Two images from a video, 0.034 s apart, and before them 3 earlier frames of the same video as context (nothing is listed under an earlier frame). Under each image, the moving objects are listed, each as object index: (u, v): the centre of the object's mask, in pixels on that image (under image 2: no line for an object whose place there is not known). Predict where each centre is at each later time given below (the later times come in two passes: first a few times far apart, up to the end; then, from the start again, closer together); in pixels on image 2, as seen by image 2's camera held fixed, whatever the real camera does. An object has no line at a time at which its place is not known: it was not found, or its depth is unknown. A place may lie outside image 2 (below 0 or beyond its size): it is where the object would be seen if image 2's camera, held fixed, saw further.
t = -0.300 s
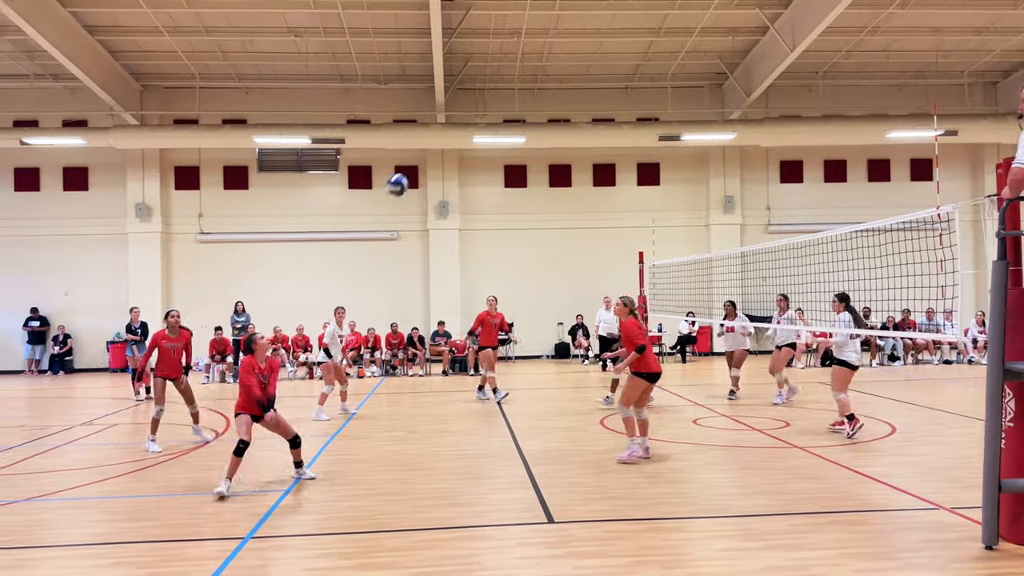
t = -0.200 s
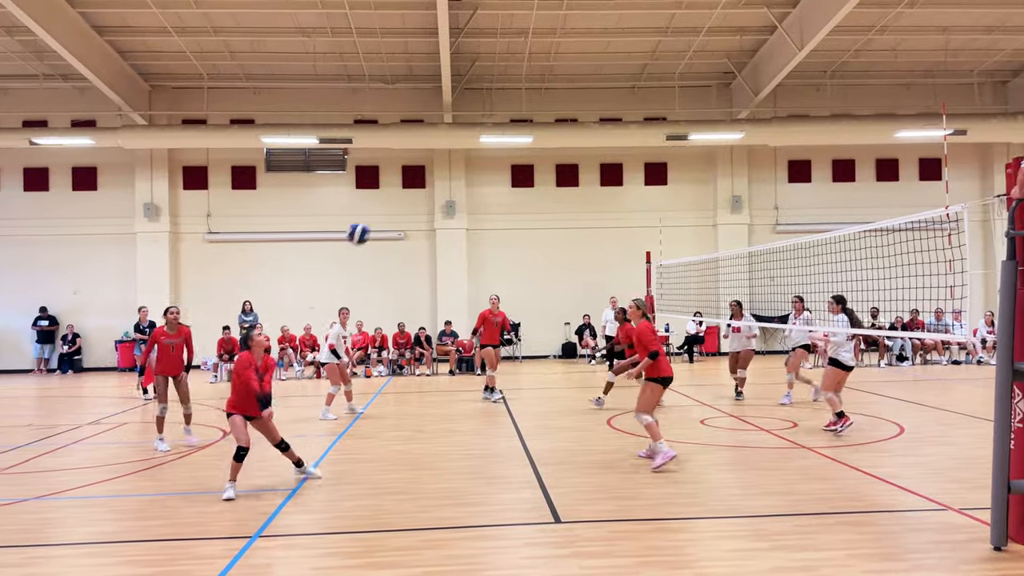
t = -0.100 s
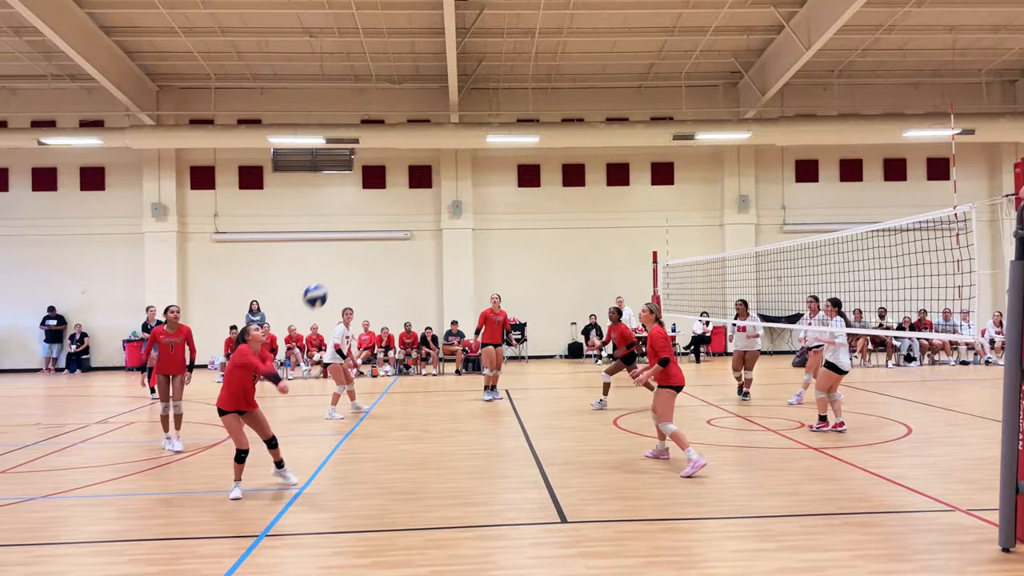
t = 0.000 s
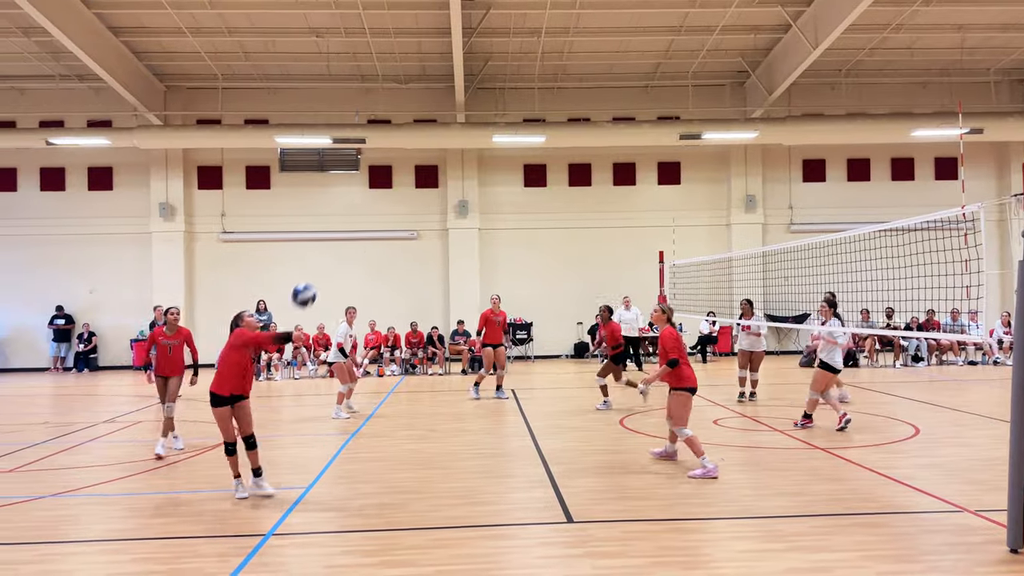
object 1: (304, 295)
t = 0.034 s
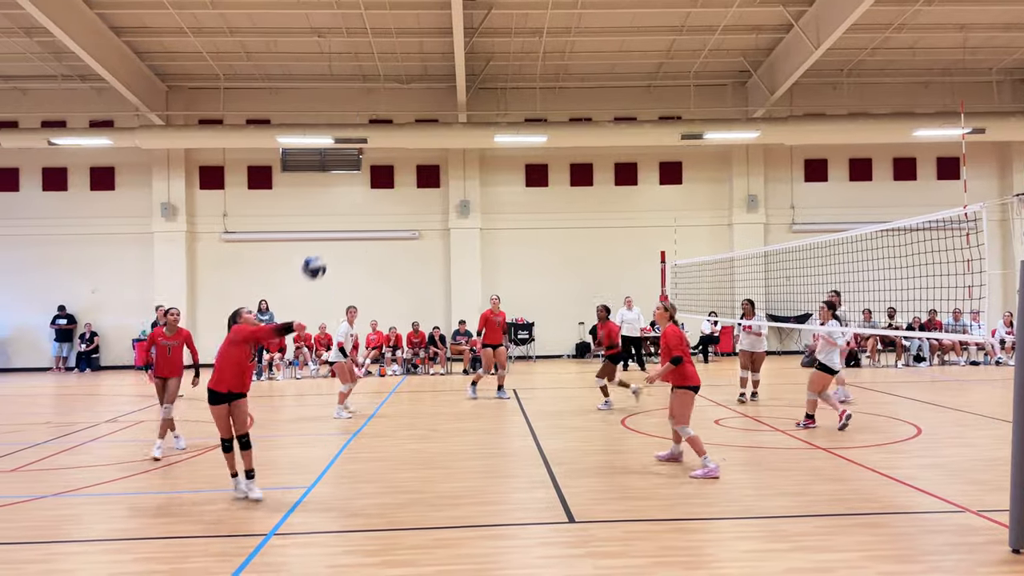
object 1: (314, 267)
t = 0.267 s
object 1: (368, 115)
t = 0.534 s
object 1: (423, 25)
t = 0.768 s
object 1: (470, 13)
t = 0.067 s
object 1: (322, 241)
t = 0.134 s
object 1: (337, 193)
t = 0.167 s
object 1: (347, 171)
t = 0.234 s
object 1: (361, 131)
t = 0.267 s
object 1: (368, 115)
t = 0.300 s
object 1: (375, 99)
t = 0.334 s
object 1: (382, 85)
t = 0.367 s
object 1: (389, 72)
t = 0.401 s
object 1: (395, 59)
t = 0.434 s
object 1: (402, 49)
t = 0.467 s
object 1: (409, 40)
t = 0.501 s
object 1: (416, 32)
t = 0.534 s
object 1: (423, 25)
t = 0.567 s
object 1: (429, 20)
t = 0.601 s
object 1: (435, 16)
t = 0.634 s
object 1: (442, 13)
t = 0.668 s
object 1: (449, 11)
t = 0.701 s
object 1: (457, 11)
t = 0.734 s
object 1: (463, 12)
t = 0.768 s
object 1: (470, 13)
